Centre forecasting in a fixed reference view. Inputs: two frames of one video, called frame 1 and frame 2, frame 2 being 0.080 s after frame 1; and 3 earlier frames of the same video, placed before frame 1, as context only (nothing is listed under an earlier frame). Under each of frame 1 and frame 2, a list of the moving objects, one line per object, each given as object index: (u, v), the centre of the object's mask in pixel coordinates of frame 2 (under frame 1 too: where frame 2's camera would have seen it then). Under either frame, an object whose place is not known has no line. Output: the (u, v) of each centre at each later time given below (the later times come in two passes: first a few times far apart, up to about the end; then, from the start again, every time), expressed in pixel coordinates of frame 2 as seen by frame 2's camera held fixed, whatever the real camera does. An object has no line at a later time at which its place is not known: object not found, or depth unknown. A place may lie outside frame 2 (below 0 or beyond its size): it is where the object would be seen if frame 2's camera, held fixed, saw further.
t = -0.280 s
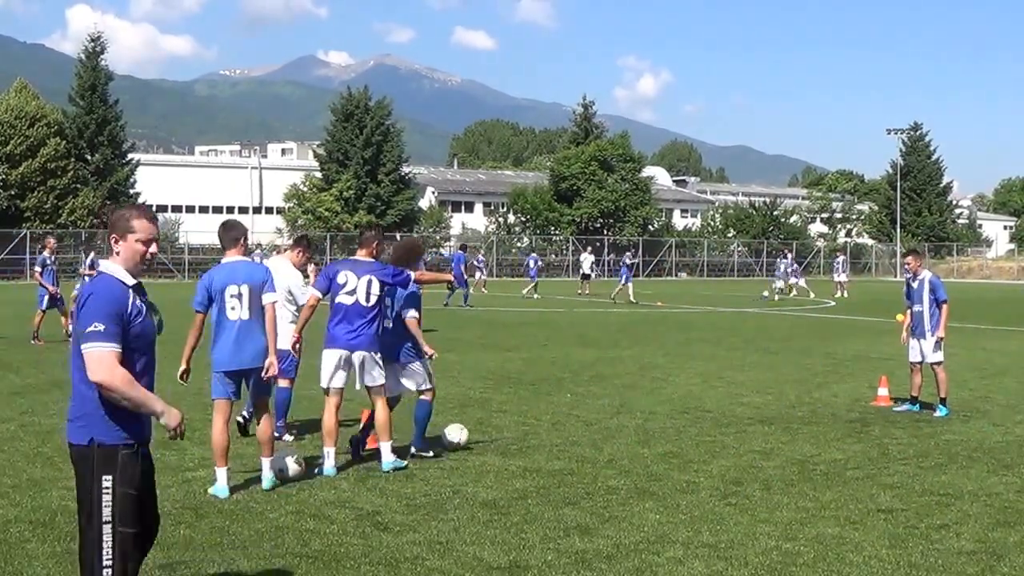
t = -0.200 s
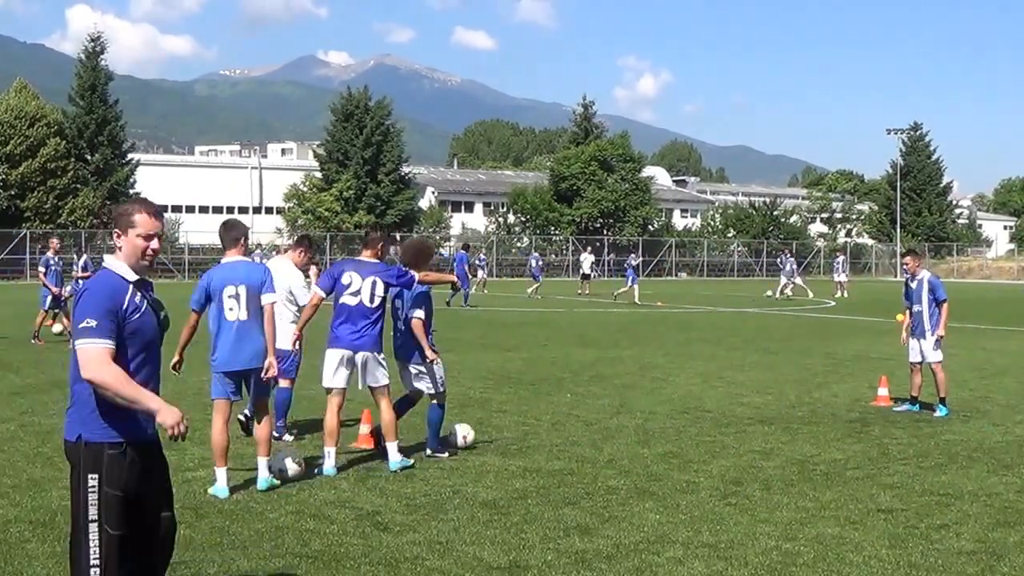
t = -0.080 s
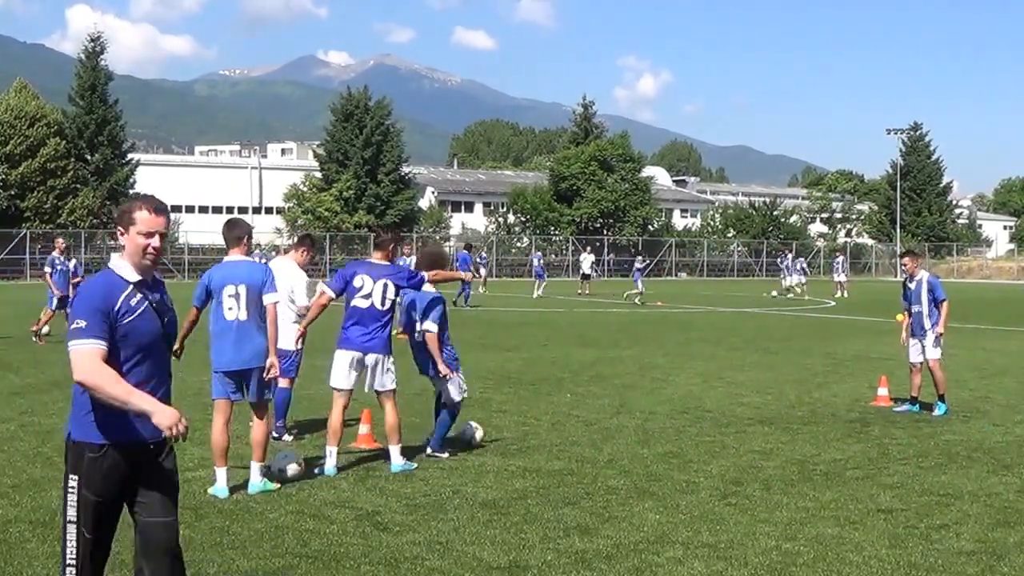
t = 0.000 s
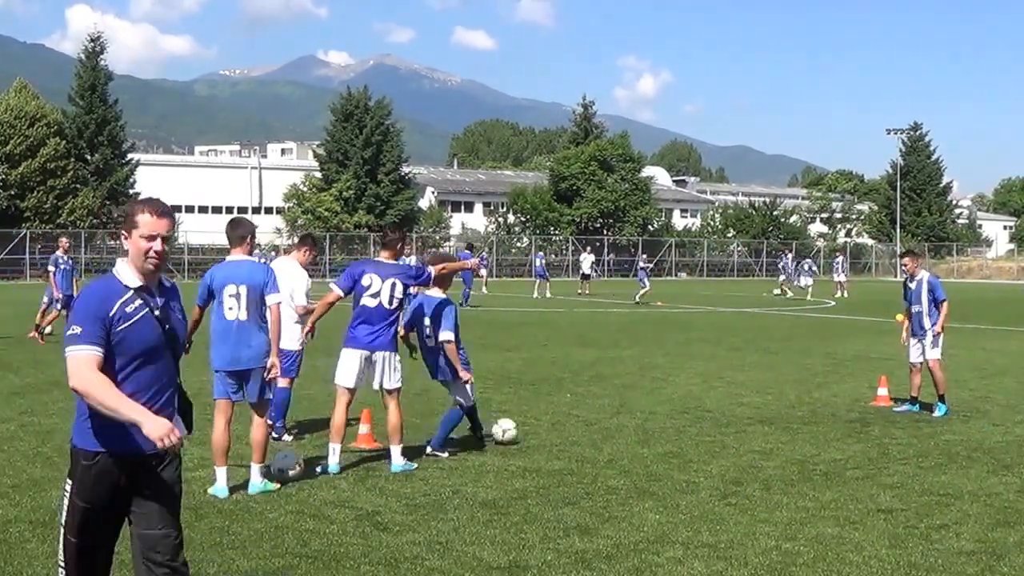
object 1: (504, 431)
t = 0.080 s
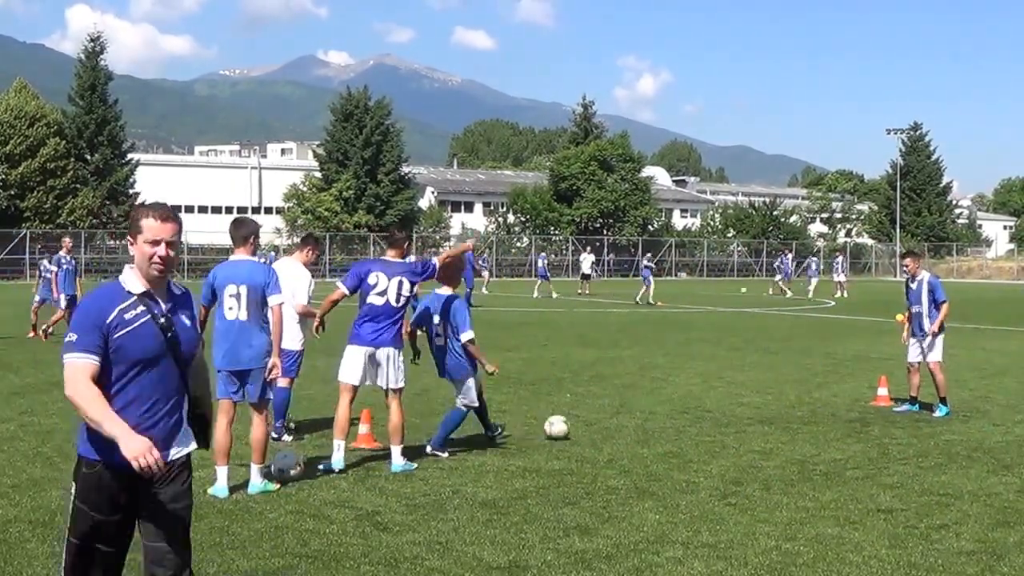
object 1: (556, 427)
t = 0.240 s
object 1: (642, 421)
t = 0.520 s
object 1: (751, 412)
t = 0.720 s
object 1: (814, 407)
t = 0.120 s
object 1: (580, 425)
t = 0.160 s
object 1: (602, 423)
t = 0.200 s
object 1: (623, 422)
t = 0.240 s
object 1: (642, 421)
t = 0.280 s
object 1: (659, 418)
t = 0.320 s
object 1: (675, 416)
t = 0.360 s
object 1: (692, 416)
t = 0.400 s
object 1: (708, 417)
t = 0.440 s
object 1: (722, 414)
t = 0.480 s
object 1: (736, 412)
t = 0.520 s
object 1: (751, 412)
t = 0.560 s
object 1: (765, 413)
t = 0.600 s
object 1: (777, 410)
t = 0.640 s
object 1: (790, 408)
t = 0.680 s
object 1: (802, 406)
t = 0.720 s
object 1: (814, 407)
